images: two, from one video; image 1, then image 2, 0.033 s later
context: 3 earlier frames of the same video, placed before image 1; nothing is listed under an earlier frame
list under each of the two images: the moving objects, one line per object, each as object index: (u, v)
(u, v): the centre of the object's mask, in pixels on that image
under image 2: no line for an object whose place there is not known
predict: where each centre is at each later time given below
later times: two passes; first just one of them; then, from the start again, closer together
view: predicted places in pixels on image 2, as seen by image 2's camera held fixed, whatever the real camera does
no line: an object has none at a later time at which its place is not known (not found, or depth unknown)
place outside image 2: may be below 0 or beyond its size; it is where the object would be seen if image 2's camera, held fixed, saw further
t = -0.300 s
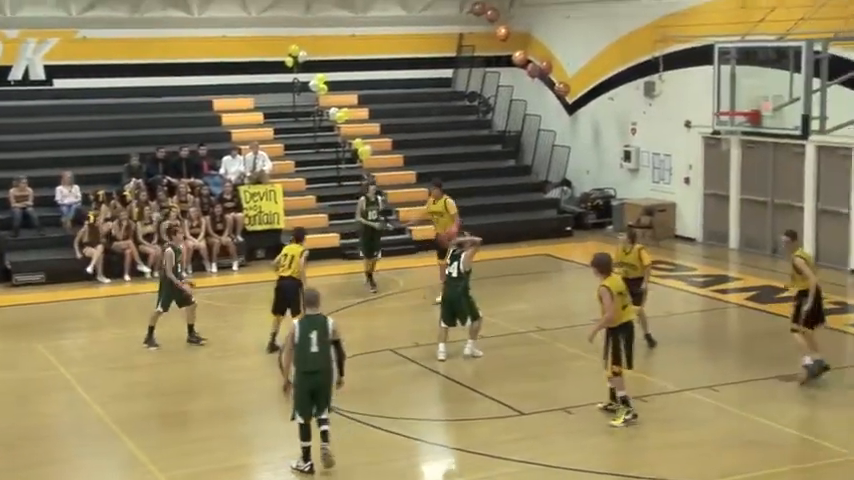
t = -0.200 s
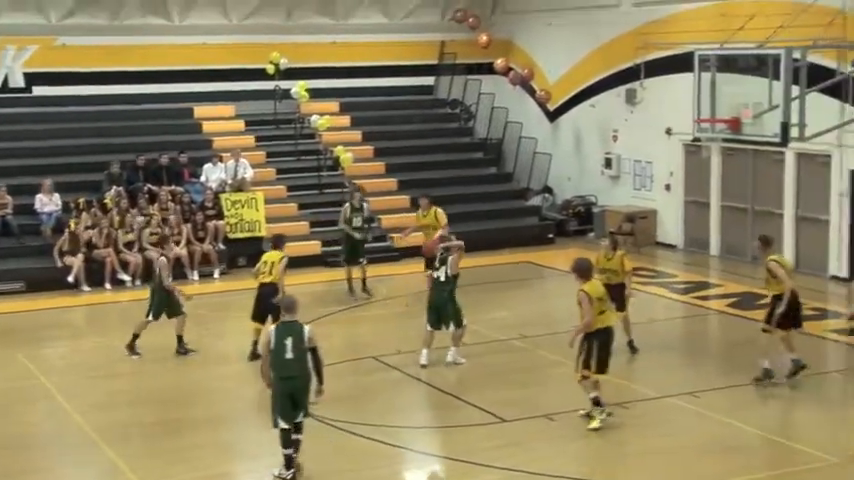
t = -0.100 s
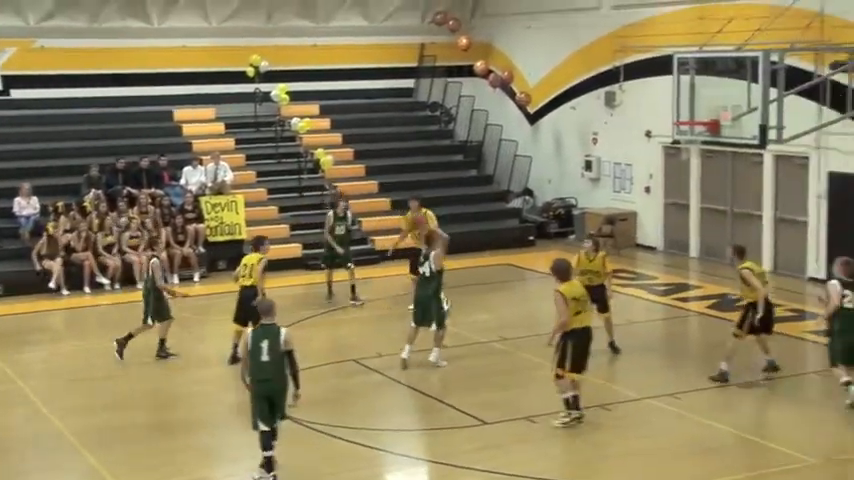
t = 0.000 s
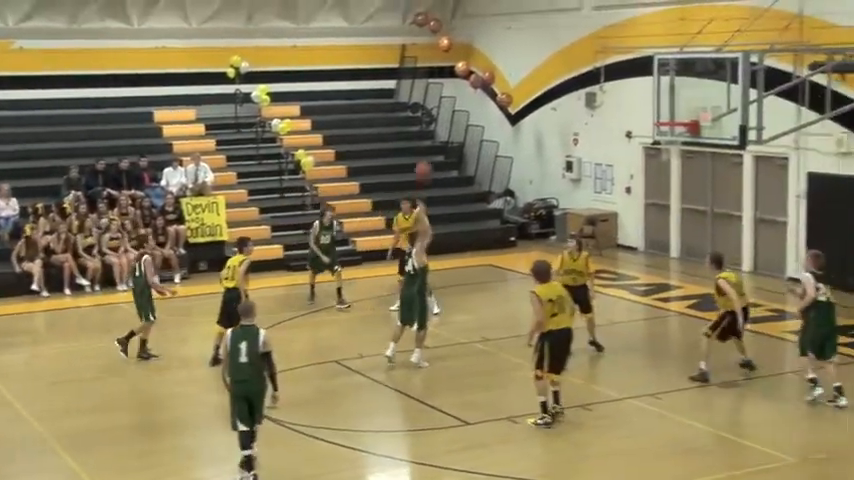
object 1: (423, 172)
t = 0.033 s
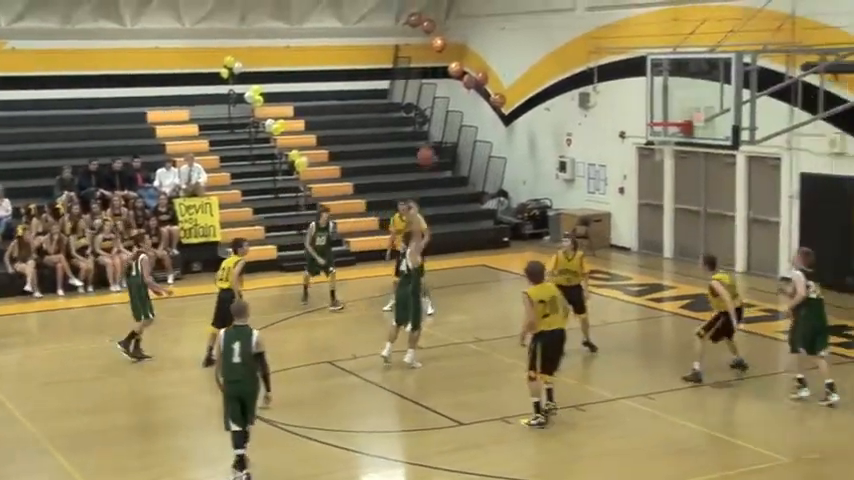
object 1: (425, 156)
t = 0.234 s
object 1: (479, 83)
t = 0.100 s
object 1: (445, 130)
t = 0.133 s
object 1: (453, 118)
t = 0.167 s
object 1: (461, 105)
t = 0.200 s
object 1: (470, 94)
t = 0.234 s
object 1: (479, 83)
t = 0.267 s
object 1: (487, 76)
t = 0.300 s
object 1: (496, 68)
